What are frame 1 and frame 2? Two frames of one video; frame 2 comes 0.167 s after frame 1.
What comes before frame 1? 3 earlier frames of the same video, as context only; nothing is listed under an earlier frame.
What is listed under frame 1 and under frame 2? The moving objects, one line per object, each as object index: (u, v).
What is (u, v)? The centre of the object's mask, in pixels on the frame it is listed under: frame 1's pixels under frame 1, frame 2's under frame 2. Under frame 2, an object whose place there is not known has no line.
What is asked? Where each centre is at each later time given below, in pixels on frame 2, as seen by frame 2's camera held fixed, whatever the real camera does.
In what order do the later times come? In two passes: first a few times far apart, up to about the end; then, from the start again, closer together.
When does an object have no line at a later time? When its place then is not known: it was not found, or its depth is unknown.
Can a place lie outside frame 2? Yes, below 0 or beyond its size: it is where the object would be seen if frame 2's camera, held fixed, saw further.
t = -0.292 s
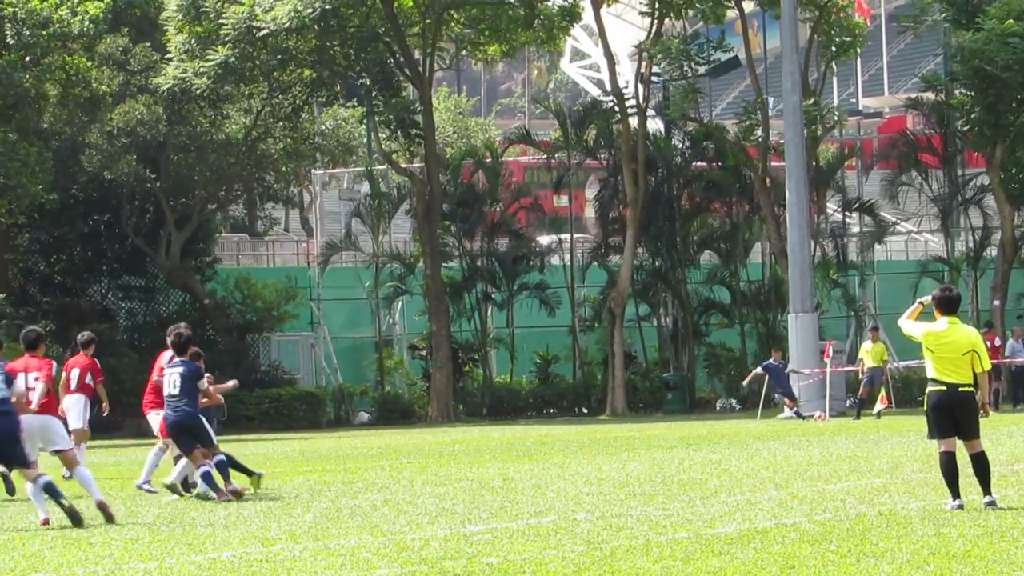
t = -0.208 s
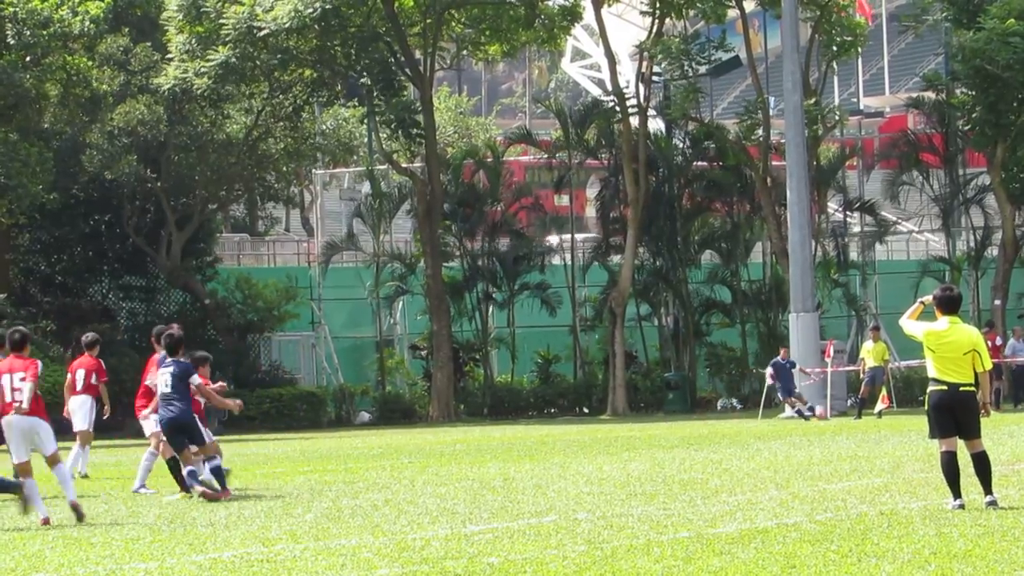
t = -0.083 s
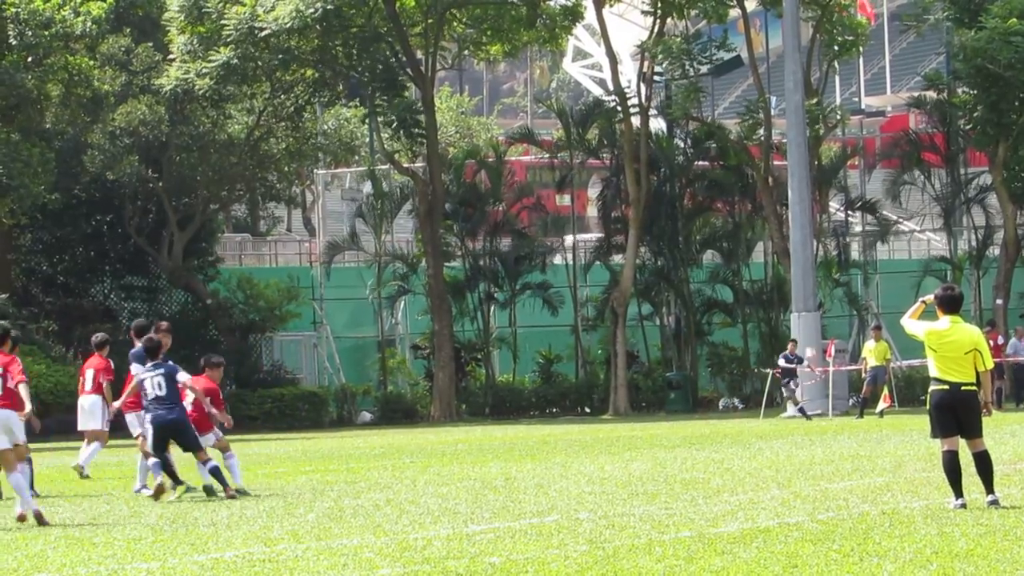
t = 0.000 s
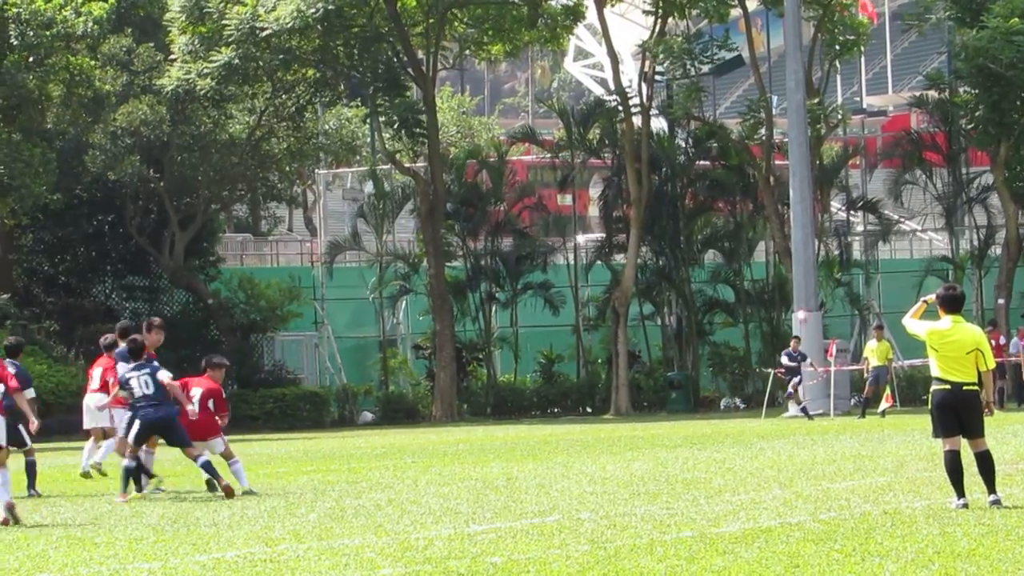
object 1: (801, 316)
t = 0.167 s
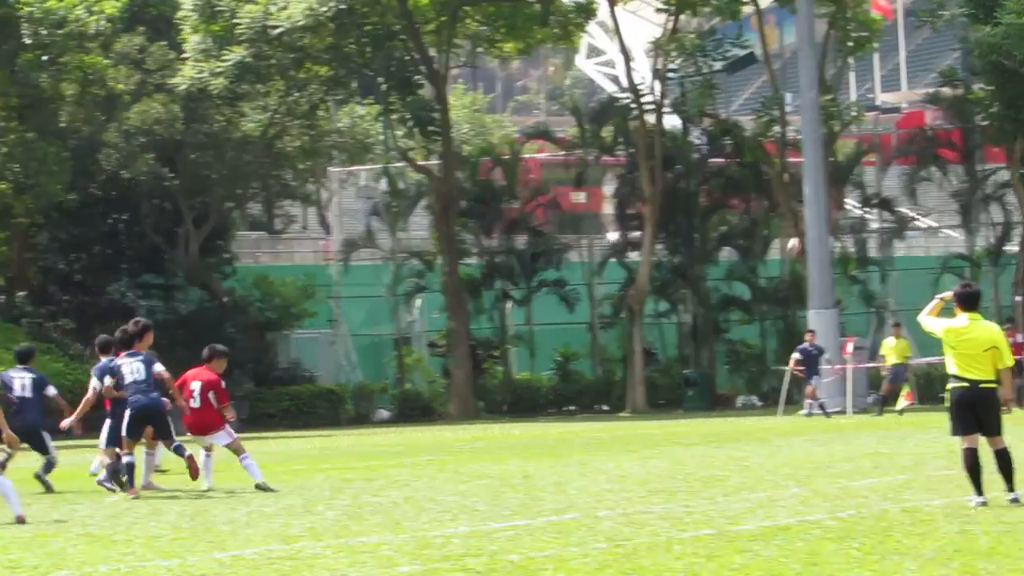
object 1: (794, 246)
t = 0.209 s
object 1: (786, 229)
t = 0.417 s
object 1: (742, 155)
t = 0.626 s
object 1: (686, 96)
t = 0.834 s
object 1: (624, 57)
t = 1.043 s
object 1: (555, 35)
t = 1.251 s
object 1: (478, 40)
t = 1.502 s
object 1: (371, 91)
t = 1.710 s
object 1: (264, 185)
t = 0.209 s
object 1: (786, 229)
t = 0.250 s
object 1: (778, 213)
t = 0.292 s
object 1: (769, 198)
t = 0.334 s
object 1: (761, 183)
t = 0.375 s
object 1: (751, 169)
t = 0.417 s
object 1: (742, 155)
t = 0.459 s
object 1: (732, 143)
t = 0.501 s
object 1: (721, 130)
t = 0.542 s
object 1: (709, 119)
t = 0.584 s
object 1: (699, 107)
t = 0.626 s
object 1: (686, 96)
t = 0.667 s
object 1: (675, 87)
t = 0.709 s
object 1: (662, 77)
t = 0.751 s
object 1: (653, 72)
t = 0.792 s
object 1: (638, 63)
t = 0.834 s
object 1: (624, 57)
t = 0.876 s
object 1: (611, 53)
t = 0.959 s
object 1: (582, 41)
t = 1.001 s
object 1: (568, 37)
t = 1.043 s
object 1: (555, 35)
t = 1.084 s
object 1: (540, 34)
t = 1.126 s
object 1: (525, 34)
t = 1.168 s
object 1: (510, 34)
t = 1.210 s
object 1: (494, 36)
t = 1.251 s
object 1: (478, 40)
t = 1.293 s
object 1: (462, 44)
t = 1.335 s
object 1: (445, 50)
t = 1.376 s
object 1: (428, 58)
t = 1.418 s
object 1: (410, 68)
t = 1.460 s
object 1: (391, 78)
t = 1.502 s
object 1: (371, 91)
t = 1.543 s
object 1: (350, 104)
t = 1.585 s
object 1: (330, 122)
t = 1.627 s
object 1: (311, 140)
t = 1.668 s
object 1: (289, 161)
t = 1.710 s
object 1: (264, 185)
